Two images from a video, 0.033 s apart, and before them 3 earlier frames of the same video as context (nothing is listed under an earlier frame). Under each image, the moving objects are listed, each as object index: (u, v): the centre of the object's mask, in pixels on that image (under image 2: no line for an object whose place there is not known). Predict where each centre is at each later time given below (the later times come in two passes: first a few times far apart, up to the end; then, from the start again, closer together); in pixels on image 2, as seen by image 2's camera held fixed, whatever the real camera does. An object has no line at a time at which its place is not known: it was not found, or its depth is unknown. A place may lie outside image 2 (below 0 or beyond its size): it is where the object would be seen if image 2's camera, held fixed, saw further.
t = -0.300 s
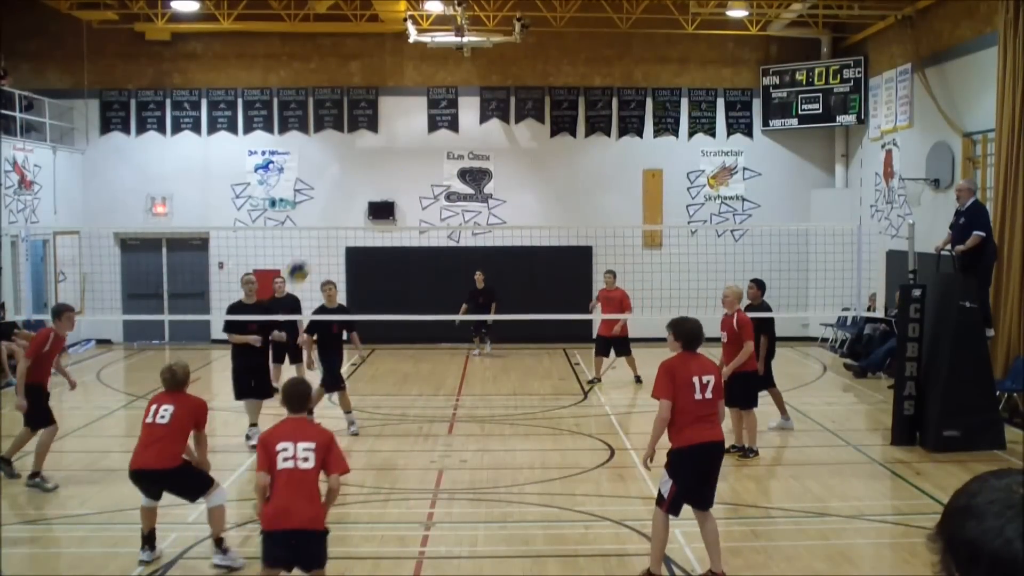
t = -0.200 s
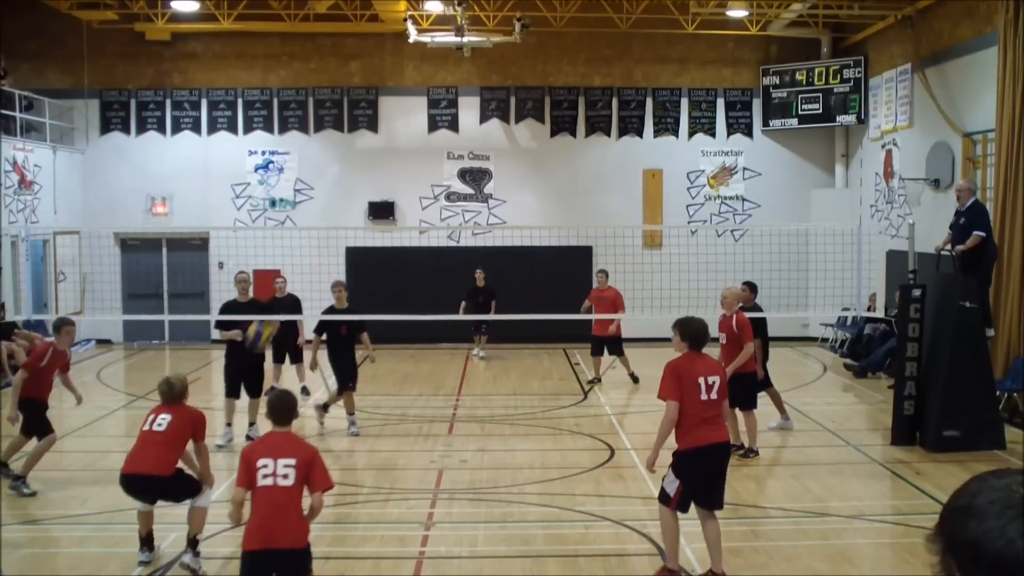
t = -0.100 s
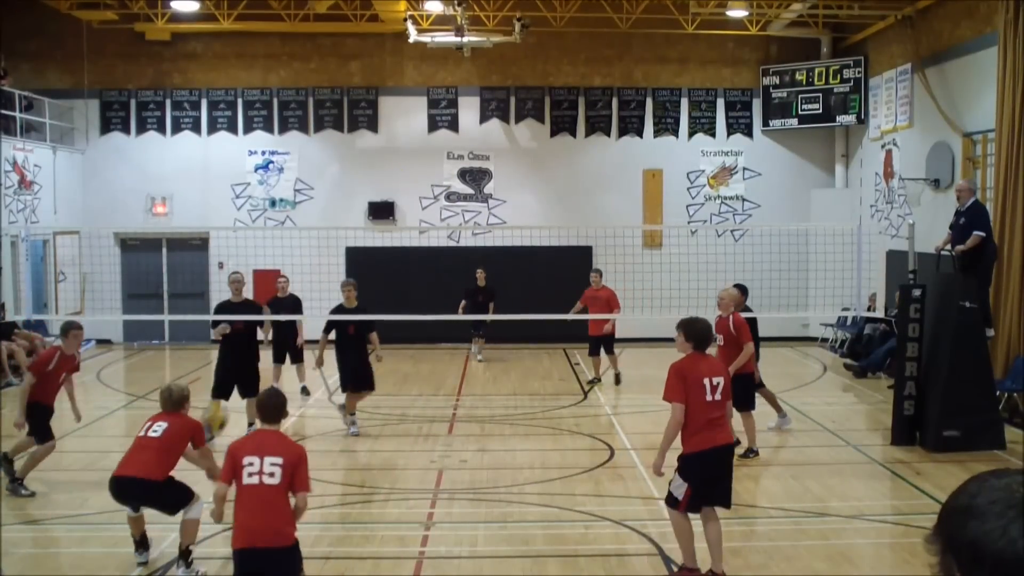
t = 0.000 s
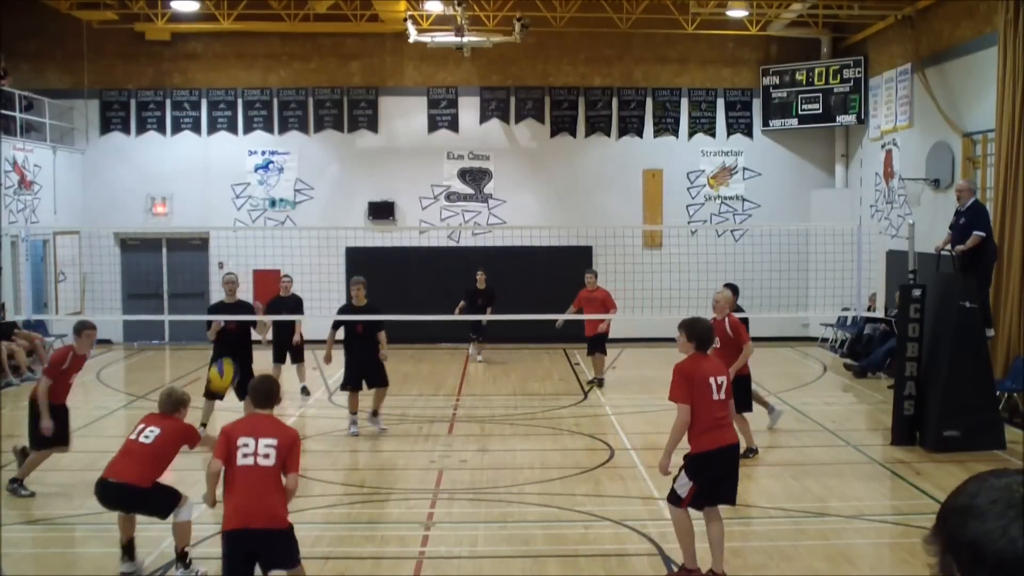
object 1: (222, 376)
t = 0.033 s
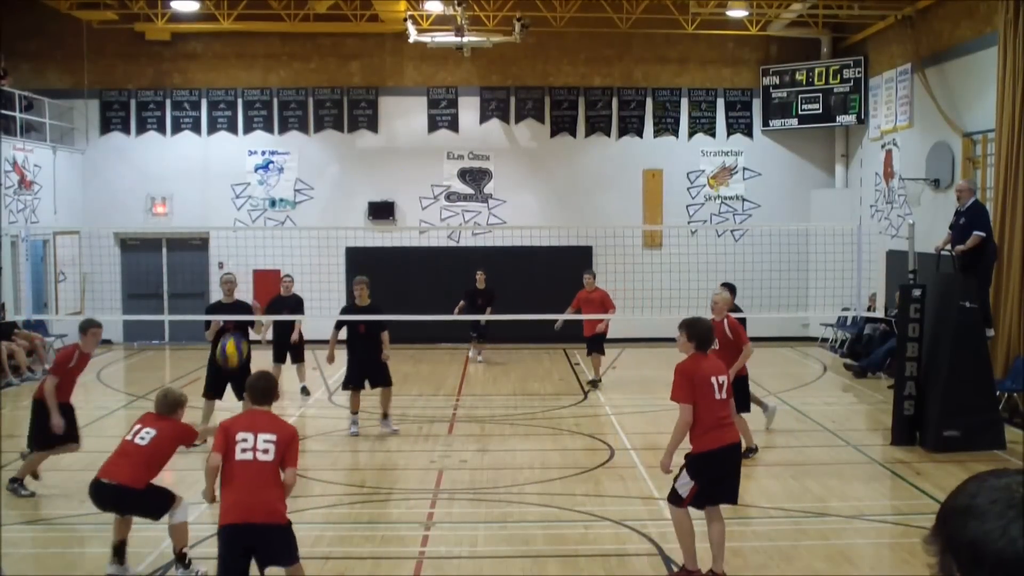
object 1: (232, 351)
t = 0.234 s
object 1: (289, 224)
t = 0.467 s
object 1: (356, 141)
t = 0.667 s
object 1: (417, 131)
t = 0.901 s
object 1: (488, 190)
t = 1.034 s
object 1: (529, 261)
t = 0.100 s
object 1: (251, 301)
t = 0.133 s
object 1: (260, 281)
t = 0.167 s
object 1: (269, 259)
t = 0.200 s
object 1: (279, 241)
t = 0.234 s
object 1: (289, 224)
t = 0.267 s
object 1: (298, 206)
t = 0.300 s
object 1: (307, 192)
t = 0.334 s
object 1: (317, 180)
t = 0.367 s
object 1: (327, 168)
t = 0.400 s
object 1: (337, 158)
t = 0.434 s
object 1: (347, 149)
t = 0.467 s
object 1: (356, 141)
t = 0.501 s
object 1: (367, 136)
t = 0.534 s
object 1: (376, 132)
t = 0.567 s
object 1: (385, 130)
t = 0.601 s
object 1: (397, 129)
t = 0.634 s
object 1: (407, 129)
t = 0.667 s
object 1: (417, 131)
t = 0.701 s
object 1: (426, 135)
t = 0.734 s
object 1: (437, 140)
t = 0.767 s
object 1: (448, 147)
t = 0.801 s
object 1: (457, 155)
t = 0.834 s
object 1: (467, 165)
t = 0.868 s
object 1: (479, 178)
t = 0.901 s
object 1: (488, 190)
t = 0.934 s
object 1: (498, 205)
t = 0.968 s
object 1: (508, 221)
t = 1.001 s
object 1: (518, 241)
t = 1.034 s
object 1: (529, 261)
